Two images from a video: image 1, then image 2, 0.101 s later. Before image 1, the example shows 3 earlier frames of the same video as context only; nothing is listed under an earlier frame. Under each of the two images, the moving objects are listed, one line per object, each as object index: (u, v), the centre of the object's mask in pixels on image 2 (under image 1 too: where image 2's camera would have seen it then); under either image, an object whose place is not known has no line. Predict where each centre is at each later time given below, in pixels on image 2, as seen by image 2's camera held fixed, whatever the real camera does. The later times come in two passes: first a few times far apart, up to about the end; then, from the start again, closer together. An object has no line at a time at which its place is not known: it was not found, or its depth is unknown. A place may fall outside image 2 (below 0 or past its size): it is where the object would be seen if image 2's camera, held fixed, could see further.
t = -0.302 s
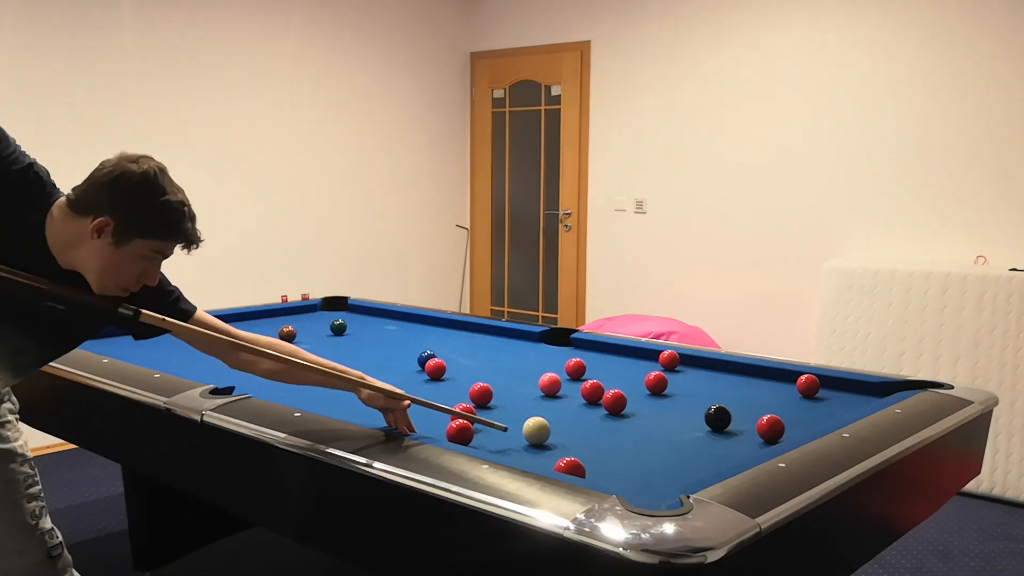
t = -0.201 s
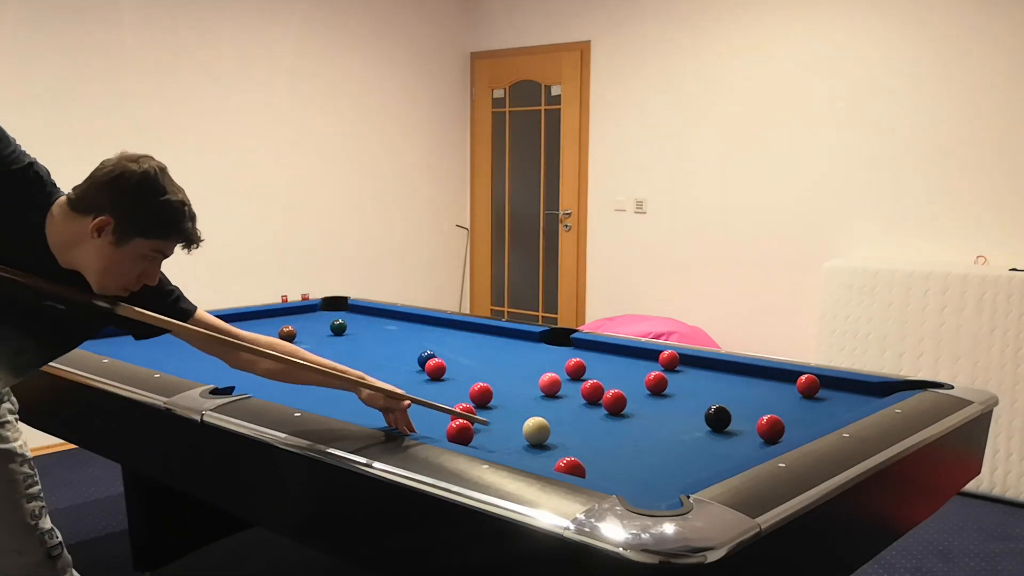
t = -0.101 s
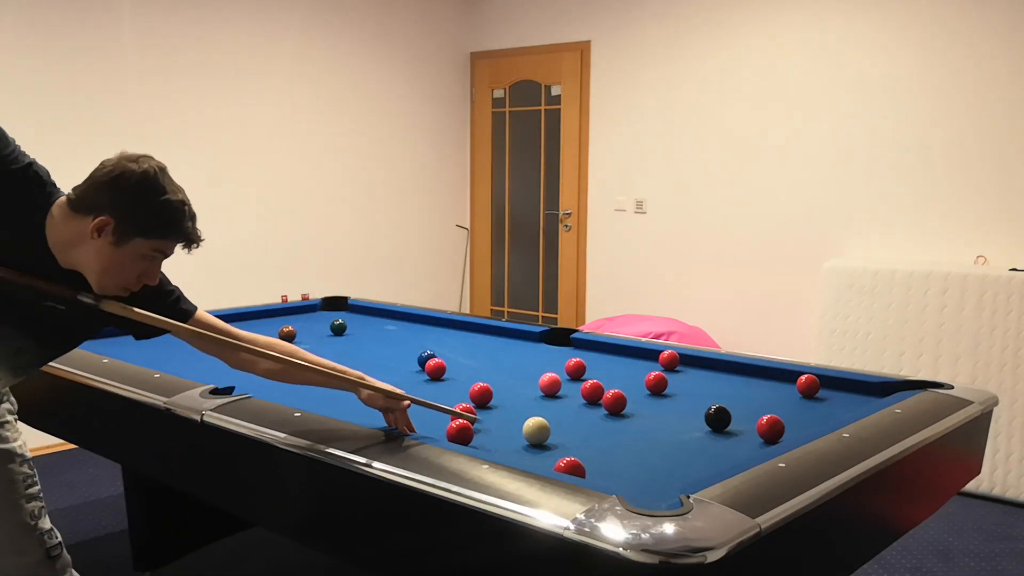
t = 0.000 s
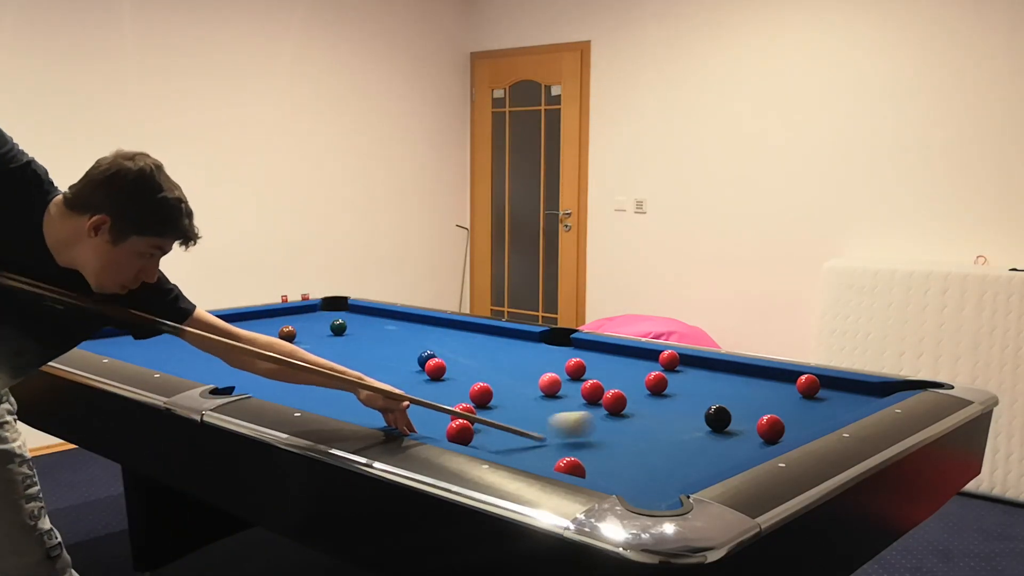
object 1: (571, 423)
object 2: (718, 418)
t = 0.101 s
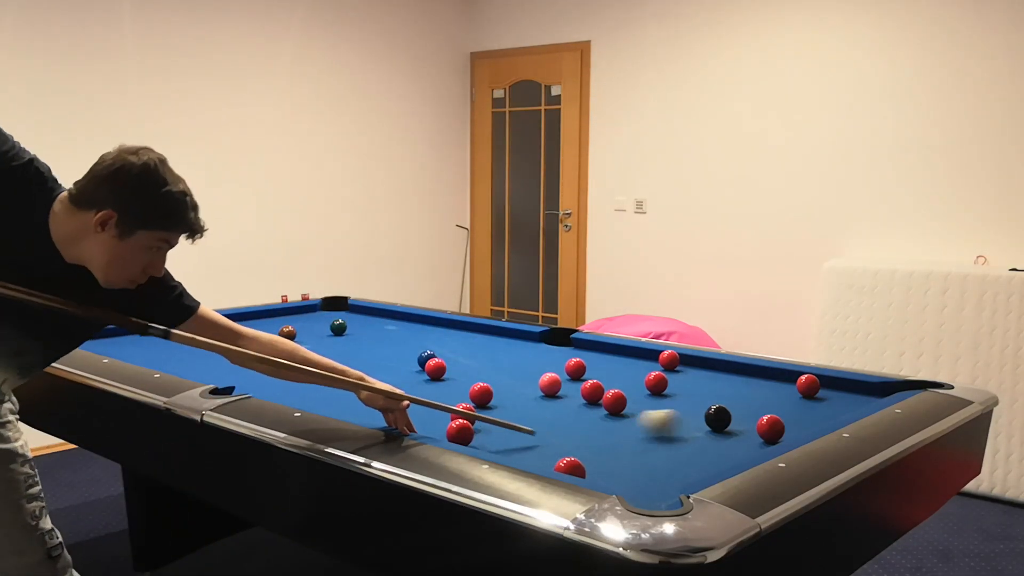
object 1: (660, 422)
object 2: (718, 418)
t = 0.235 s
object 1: (709, 424)
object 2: (758, 408)
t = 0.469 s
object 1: (730, 433)
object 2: (847, 394)
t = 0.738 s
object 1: (752, 441)
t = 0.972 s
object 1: (750, 443)
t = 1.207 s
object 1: (729, 445)
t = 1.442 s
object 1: (709, 445)
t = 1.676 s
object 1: (690, 444)
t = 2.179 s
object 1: (656, 443)
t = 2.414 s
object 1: (643, 443)
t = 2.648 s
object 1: (632, 443)
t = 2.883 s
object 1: (623, 443)
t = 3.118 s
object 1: (616, 443)
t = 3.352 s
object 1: (610, 443)
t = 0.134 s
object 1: (686, 421)
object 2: (718, 418)
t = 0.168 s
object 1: (701, 421)
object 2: (727, 415)
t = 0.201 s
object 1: (705, 423)
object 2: (744, 413)
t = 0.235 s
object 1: (709, 424)
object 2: (758, 408)
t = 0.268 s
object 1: (712, 425)
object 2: (774, 406)
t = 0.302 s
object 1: (715, 427)
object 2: (786, 405)
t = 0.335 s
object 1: (718, 428)
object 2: (799, 403)
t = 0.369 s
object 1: (721, 429)
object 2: (812, 402)
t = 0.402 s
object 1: (724, 430)
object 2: (823, 399)
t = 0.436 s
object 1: (726, 431)
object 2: (836, 397)
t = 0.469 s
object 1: (730, 433)
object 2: (847, 394)
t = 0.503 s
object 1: (733, 434)
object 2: (858, 393)
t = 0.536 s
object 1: (735, 435)
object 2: (867, 391)
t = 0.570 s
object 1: (738, 436)
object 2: (877, 389)
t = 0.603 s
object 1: (741, 437)
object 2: (887, 386)
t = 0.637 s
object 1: (744, 439)
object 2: (896, 386)
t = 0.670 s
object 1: (747, 440)
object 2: (909, 386)
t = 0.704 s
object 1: (750, 441)
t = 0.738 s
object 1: (752, 441)
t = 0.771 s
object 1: (755, 441)
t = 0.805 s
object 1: (758, 441)
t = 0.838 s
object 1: (760, 442)
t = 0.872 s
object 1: (760, 442)
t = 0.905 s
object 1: (757, 442)
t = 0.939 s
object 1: (754, 443)
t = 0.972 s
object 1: (750, 443)
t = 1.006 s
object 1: (748, 444)
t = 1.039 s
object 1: (744, 444)
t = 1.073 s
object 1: (741, 445)
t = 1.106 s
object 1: (738, 445)
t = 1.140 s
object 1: (735, 445)
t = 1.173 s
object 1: (732, 445)
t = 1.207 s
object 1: (729, 445)
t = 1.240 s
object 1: (726, 445)
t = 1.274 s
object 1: (723, 445)
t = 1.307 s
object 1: (720, 445)
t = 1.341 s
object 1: (717, 445)
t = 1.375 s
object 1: (714, 445)
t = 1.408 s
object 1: (711, 444)
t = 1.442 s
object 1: (709, 445)
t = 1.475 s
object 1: (706, 445)
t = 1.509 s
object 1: (703, 445)
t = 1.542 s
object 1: (701, 444)
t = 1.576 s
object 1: (698, 444)
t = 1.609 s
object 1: (695, 444)
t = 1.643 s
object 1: (693, 444)
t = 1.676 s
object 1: (690, 444)
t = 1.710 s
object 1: (687, 444)
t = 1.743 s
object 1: (686, 443)
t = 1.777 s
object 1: (685, 437)
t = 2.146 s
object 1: (651, 440)
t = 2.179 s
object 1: (656, 443)
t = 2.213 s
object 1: (654, 443)
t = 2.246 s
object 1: (652, 443)
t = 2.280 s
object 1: (650, 443)
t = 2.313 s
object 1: (649, 443)
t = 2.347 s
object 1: (647, 443)
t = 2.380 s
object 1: (645, 443)
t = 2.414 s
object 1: (643, 443)
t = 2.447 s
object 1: (642, 443)
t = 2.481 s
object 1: (640, 443)
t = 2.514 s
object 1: (638, 443)
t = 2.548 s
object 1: (637, 443)
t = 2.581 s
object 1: (635, 443)
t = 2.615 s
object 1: (634, 443)
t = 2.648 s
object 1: (632, 443)
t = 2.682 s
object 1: (631, 443)
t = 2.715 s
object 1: (629, 443)
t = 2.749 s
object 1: (628, 443)
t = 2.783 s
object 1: (627, 443)
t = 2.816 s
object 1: (625, 443)
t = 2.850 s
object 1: (624, 443)
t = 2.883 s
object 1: (623, 443)
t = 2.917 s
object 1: (622, 443)
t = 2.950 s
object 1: (621, 443)
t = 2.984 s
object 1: (620, 443)
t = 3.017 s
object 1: (618, 443)
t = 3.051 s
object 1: (617, 443)
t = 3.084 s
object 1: (616, 443)
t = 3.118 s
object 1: (616, 443)
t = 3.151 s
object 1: (615, 443)
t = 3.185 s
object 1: (614, 443)
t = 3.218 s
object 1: (613, 443)
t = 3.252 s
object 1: (612, 443)
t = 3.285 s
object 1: (611, 443)
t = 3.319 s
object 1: (610, 443)
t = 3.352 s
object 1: (610, 443)
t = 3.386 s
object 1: (609, 443)
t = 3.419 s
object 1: (608, 443)
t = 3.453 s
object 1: (608, 443)
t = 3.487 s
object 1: (607, 443)
